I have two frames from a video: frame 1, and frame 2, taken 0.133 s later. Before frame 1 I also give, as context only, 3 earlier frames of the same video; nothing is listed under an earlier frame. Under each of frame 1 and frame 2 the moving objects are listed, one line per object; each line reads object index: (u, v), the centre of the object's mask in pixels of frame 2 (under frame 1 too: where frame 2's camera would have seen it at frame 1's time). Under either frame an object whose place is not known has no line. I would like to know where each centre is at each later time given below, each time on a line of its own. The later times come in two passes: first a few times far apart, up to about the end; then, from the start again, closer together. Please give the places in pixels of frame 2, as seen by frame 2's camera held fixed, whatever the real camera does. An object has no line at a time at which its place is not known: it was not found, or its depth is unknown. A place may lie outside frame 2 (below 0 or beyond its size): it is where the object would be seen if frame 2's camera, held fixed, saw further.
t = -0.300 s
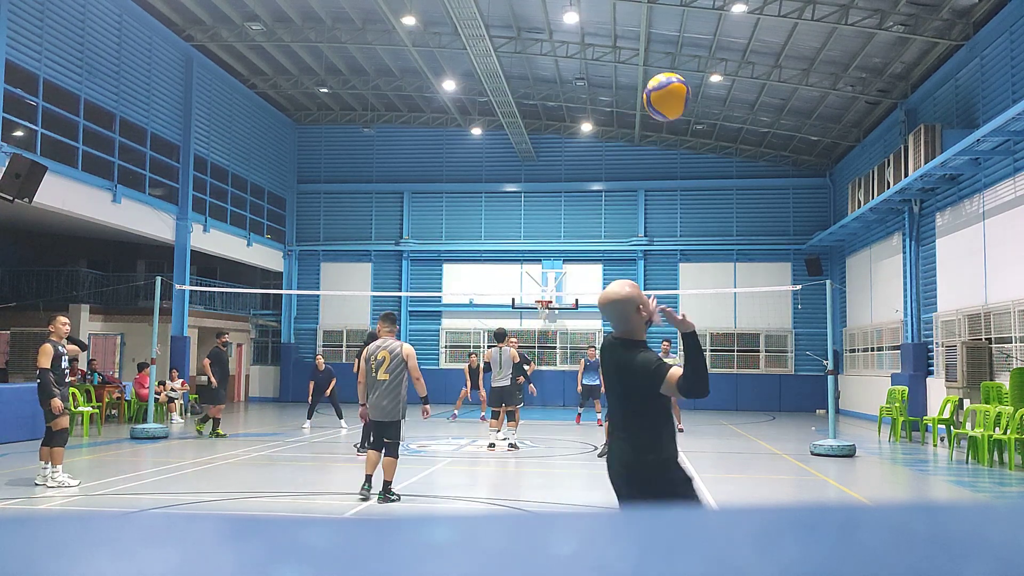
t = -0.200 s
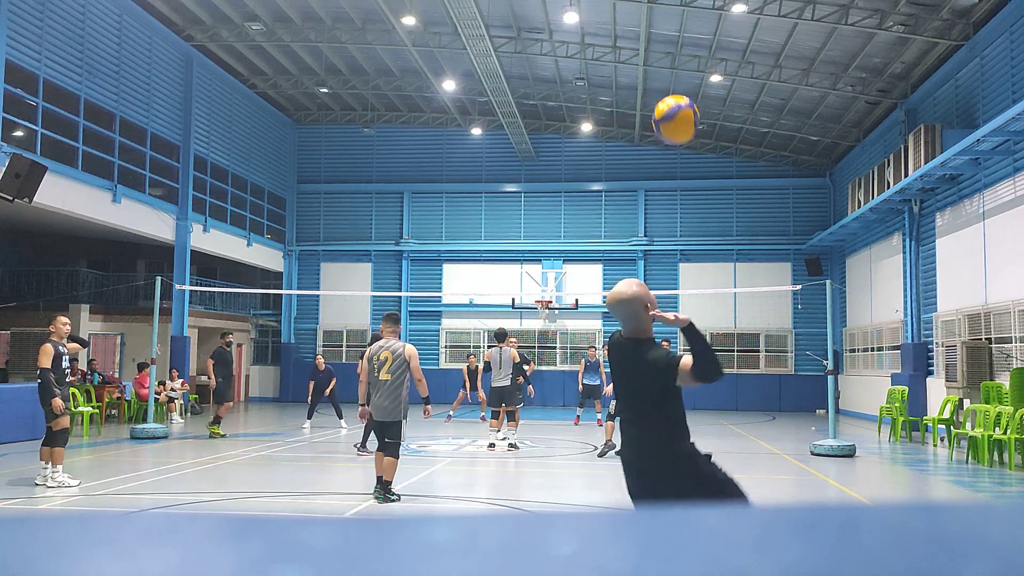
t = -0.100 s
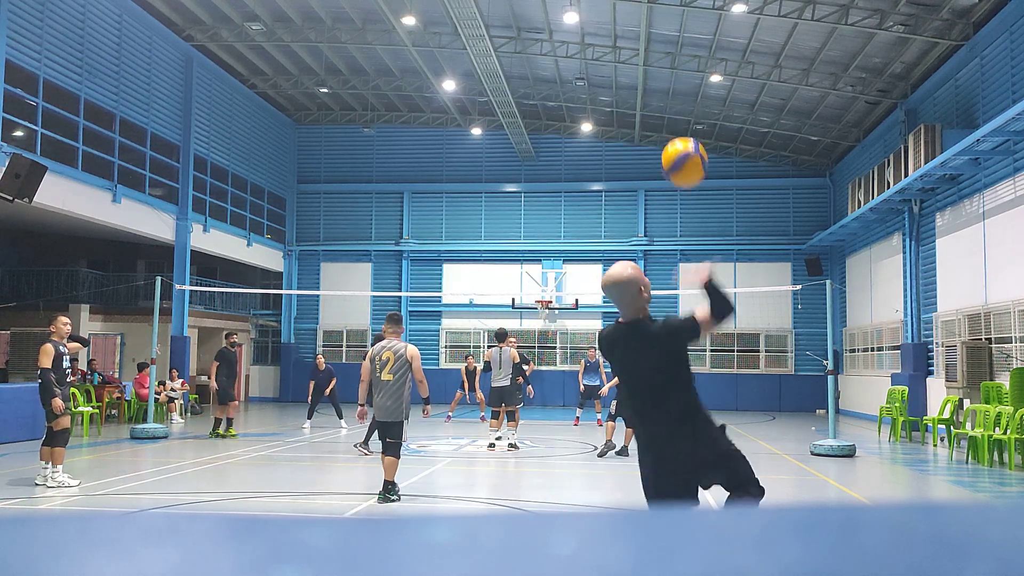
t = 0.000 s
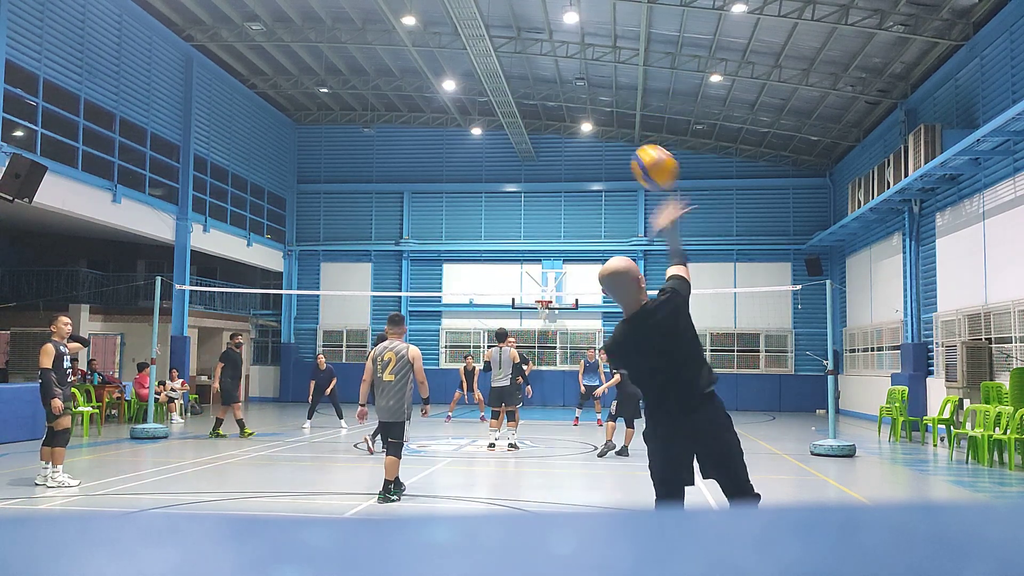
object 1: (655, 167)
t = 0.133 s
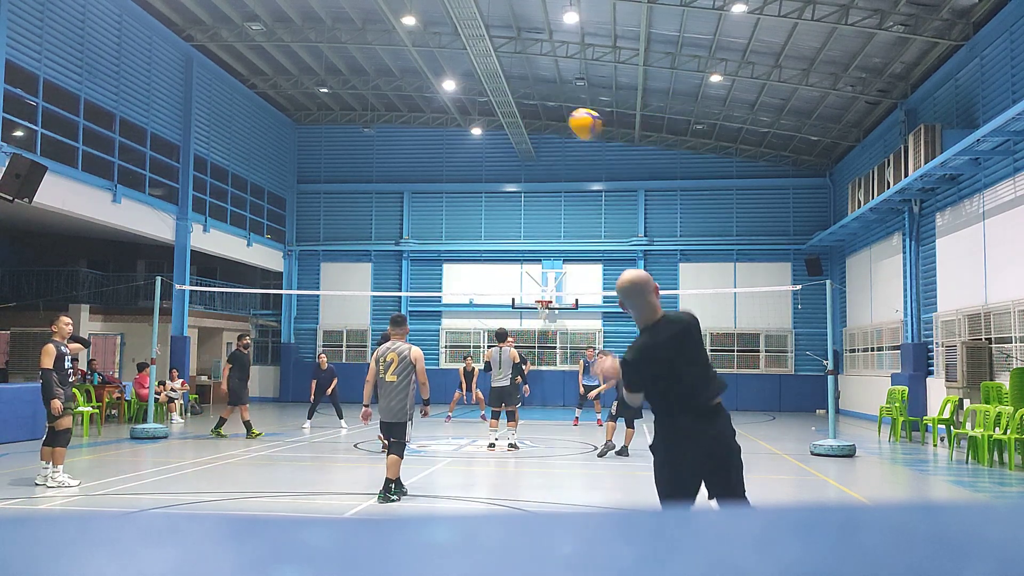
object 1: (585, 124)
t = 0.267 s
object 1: (542, 119)
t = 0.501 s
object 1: (496, 151)
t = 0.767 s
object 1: (467, 216)
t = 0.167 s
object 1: (571, 120)
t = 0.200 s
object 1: (561, 119)
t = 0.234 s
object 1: (551, 118)
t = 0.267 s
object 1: (542, 119)
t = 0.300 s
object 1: (534, 121)
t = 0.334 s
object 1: (526, 125)
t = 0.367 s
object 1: (520, 129)
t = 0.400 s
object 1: (513, 134)
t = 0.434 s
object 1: (508, 139)
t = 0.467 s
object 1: (501, 145)
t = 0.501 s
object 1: (496, 151)
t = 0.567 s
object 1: (487, 165)
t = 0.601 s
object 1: (483, 172)
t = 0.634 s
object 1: (480, 180)
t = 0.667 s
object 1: (476, 189)
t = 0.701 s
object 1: (473, 198)
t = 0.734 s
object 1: (470, 206)
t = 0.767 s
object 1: (467, 216)
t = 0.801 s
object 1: (465, 226)
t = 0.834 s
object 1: (462, 236)
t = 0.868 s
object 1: (460, 246)
